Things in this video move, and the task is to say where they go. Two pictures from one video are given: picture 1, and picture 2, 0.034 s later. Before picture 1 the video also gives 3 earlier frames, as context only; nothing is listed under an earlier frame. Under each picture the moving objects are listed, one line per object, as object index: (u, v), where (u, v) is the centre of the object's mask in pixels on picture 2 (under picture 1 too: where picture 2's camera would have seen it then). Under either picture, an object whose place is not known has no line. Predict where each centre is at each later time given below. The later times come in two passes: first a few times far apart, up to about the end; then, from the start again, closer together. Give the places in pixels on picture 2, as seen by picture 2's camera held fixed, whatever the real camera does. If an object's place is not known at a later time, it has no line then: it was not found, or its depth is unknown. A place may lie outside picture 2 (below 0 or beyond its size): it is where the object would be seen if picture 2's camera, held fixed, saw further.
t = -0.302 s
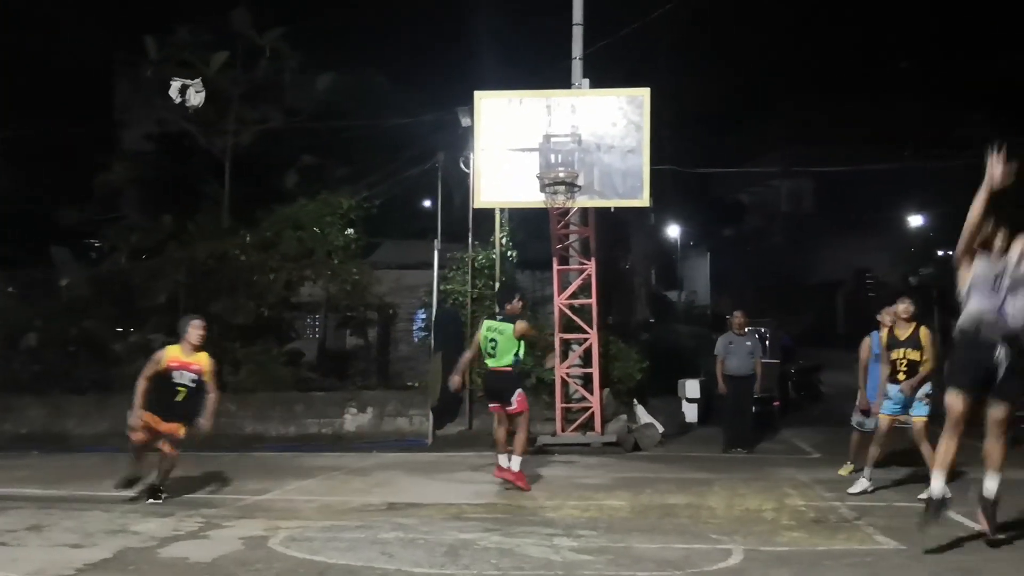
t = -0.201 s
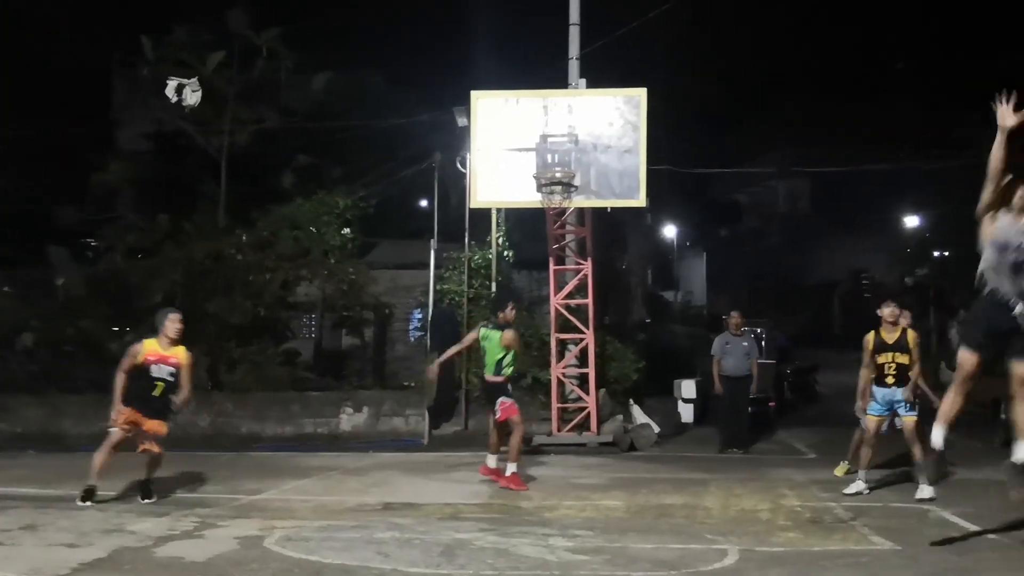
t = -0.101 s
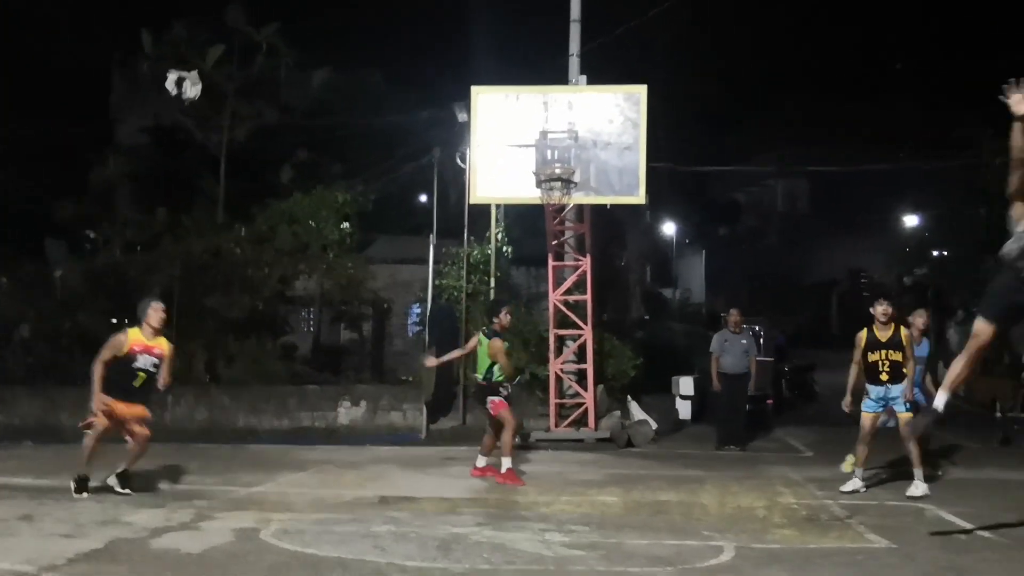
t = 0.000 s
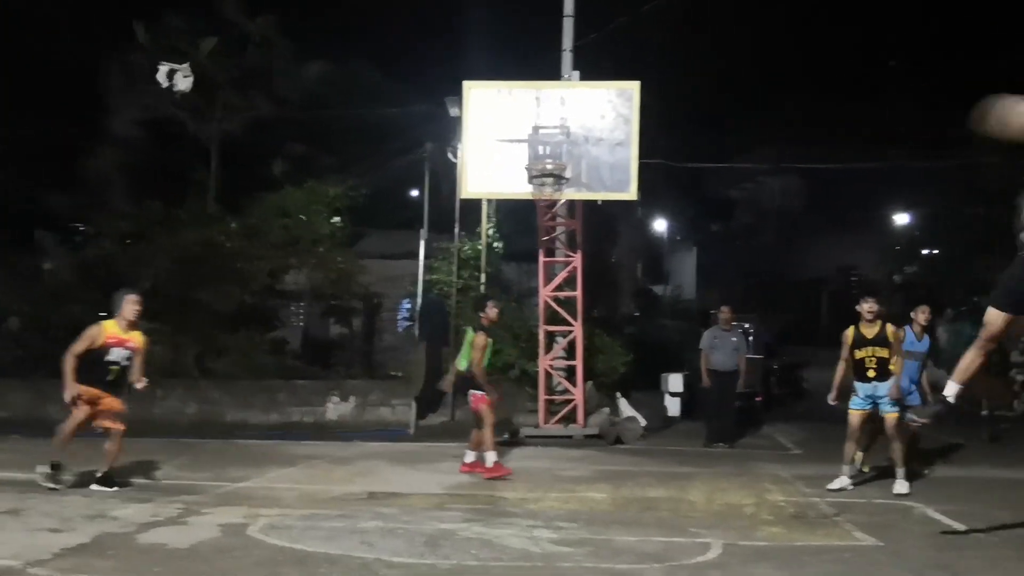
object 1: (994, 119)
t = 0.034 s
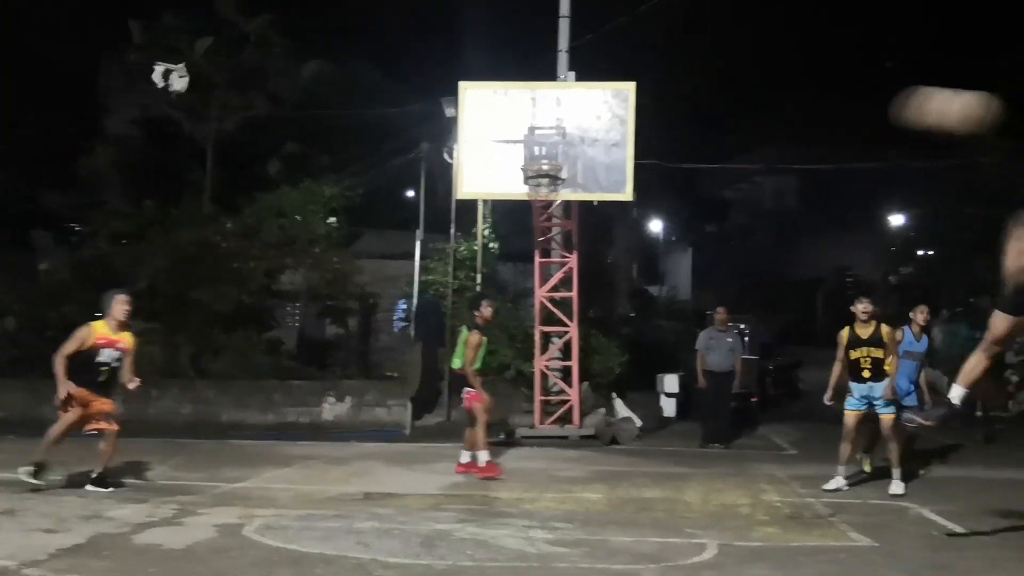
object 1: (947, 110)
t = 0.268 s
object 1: (517, 106)
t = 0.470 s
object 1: (250, 169)
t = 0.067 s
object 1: (874, 103)
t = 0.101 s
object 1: (805, 98)
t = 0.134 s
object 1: (739, 96)
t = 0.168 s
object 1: (679, 96)
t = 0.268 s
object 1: (517, 106)
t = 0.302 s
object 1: (444, 118)
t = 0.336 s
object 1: (416, 124)
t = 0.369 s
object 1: (373, 133)
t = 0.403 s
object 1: (329, 144)
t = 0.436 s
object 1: (289, 156)
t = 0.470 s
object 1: (250, 169)
